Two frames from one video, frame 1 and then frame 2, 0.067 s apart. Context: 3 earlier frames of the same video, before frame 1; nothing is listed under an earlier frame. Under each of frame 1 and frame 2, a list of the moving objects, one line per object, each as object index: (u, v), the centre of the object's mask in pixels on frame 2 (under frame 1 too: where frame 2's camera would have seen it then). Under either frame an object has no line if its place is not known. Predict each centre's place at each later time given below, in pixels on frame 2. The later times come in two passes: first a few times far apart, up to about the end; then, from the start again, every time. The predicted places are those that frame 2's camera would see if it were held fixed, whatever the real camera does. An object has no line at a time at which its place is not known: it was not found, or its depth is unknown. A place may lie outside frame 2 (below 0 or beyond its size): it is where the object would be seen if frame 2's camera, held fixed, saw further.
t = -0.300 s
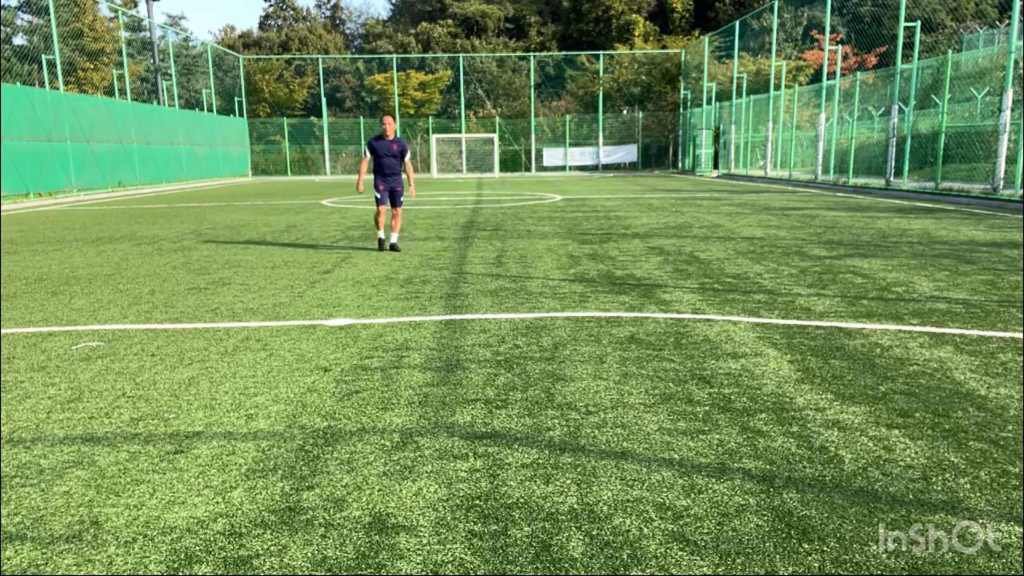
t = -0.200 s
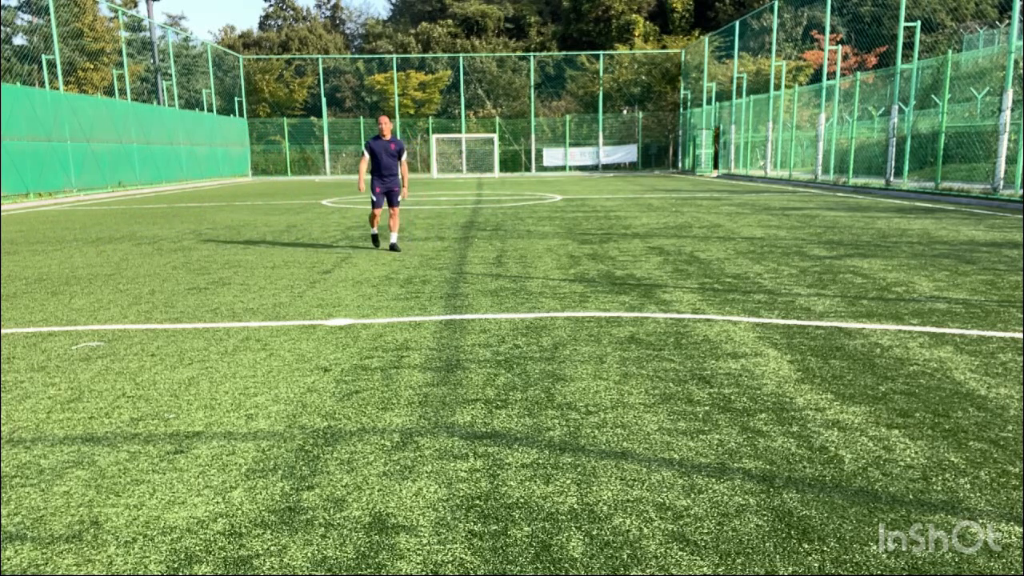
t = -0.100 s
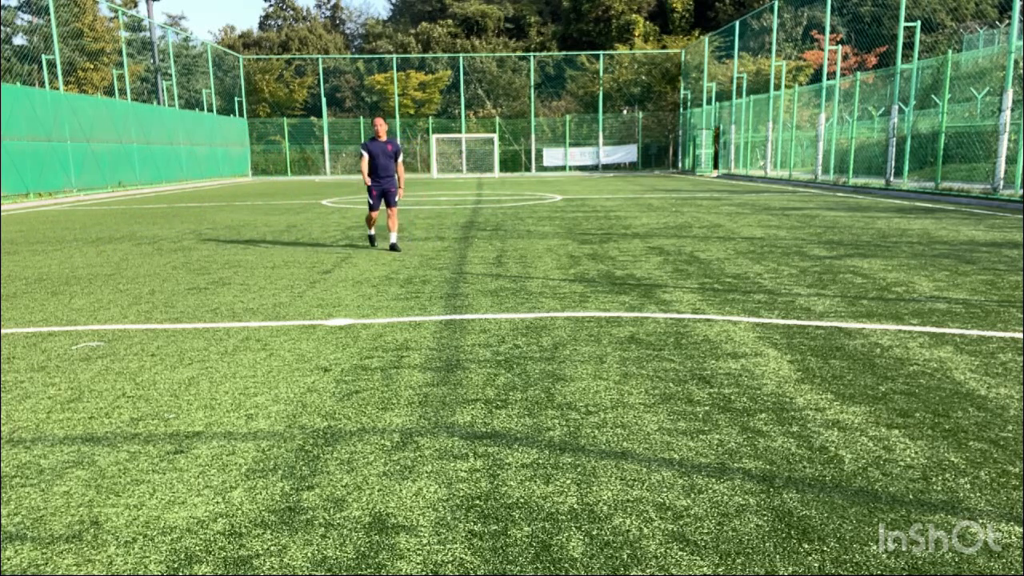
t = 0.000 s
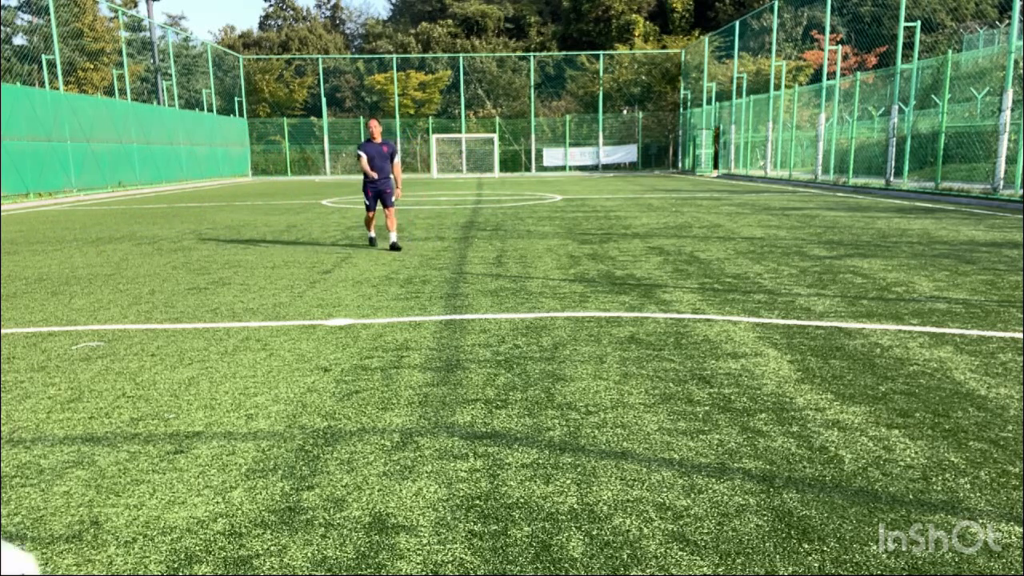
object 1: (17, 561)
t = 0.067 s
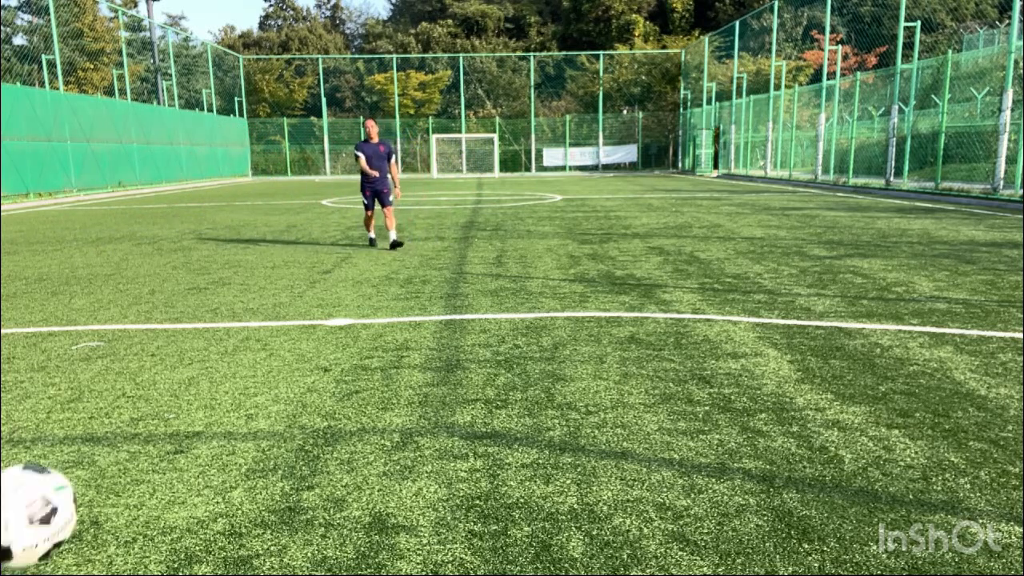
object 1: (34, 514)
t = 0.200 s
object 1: (90, 440)
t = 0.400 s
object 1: (171, 457)
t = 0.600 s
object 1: (221, 407)
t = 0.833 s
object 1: (261, 373)
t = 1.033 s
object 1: (285, 352)
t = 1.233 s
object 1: (302, 340)
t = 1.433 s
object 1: (316, 321)
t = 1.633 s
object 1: (329, 312)
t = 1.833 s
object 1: (337, 304)
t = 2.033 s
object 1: (344, 294)
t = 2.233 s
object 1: (349, 286)
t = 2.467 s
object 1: (354, 277)
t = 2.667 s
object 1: (358, 271)
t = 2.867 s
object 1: (361, 265)
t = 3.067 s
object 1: (364, 261)
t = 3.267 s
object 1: (367, 256)
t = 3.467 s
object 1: (370, 253)
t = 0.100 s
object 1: (44, 487)
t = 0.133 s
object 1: (57, 466)
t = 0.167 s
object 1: (74, 451)
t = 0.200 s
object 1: (90, 440)
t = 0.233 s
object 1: (106, 434)
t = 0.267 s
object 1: (120, 432)
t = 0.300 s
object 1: (134, 434)
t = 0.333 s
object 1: (147, 438)
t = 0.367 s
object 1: (160, 446)
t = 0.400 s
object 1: (171, 457)
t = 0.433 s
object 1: (183, 469)
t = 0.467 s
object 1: (194, 484)
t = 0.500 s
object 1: (201, 471)
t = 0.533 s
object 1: (208, 446)
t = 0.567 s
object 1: (214, 424)
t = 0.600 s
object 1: (221, 407)
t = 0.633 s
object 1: (227, 394)
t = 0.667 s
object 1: (232, 385)
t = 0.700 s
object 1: (239, 376)
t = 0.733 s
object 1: (244, 372)
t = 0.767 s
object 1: (250, 370)
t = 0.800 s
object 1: (256, 370)
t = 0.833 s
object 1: (261, 373)
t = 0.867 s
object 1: (266, 377)
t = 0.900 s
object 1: (272, 383)
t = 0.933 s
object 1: (276, 389)
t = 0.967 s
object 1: (279, 374)
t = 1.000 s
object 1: (282, 362)
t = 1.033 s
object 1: (285, 352)
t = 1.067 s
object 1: (287, 345)
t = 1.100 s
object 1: (290, 340)
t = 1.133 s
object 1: (293, 338)
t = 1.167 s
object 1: (295, 336)
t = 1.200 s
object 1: (299, 337)
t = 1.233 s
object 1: (302, 340)
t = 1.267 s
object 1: (305, 343)
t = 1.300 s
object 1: (307, 343)
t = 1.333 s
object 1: (309, 336)
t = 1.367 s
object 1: (311, 328)
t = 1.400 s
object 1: (313, 323)
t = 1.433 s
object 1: (316, 321)
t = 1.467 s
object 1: (318, 319)
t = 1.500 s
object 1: (321, 319)
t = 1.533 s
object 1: (323, 322)
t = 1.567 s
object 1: (325, 321)
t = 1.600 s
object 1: (327, 316)
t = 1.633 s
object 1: (329, 312)
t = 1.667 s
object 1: (331, 310)
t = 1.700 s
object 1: (332, 310)
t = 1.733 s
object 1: (334, 310)
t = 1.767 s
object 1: (335, 306)
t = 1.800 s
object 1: (336, 305)
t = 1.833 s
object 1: (337, 304)
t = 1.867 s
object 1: (338, 302)
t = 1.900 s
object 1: (340, 300)
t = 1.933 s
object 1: (341, 298)
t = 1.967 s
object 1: (342, 297)
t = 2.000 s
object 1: (343, 295)
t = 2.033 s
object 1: (344, 294)
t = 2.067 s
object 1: (345, 293)
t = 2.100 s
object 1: (346, 291)
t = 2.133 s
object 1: (347, 290)
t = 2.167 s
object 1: (347, 289)
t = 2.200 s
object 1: (348, 287)
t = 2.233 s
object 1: (349, 286)
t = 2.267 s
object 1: (350, 284)
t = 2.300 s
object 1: (351, 283)
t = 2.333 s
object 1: (351, 282)
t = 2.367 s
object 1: (352, 281)
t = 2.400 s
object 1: (353, 279)
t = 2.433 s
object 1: (353, 278)
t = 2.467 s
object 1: (354, 277)
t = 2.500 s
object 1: (355, 275)
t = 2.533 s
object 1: (355, 275)
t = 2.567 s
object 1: (356, 274)
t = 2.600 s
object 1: (356, 273)
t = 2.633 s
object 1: (357, 272)
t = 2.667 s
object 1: (358, 271)
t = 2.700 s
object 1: (359, 270)
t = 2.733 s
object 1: (359, 268)
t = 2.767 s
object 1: (360, 267)
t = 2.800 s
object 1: (360, 267)
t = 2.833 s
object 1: (361, 266)
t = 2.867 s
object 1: (361, 265)
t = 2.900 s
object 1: (362, 264)
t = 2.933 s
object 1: (362, 263)
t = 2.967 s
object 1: (363, 263)
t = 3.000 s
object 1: (363, 262)
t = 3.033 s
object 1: (364, 261)
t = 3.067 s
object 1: (364, 261)
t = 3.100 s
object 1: (365, 260)
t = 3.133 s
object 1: (365, 259)
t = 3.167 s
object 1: (366, 258)
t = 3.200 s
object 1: (367, 258)
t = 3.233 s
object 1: (367, 257)
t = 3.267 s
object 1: (367, 256)
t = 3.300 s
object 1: (368, 255)
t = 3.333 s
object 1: (368, 255)
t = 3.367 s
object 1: (368, 254)
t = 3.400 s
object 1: (369, 254)
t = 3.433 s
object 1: (369, 253)
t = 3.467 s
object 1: (370, 253)
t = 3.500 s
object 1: (370, 252)
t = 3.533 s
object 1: (371, 252)
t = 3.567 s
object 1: (371, 251)
